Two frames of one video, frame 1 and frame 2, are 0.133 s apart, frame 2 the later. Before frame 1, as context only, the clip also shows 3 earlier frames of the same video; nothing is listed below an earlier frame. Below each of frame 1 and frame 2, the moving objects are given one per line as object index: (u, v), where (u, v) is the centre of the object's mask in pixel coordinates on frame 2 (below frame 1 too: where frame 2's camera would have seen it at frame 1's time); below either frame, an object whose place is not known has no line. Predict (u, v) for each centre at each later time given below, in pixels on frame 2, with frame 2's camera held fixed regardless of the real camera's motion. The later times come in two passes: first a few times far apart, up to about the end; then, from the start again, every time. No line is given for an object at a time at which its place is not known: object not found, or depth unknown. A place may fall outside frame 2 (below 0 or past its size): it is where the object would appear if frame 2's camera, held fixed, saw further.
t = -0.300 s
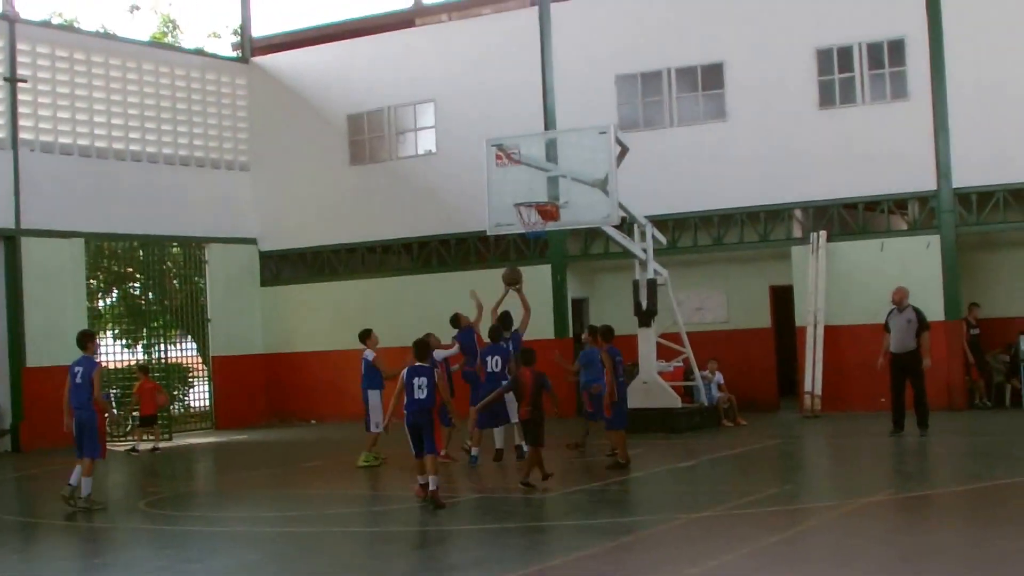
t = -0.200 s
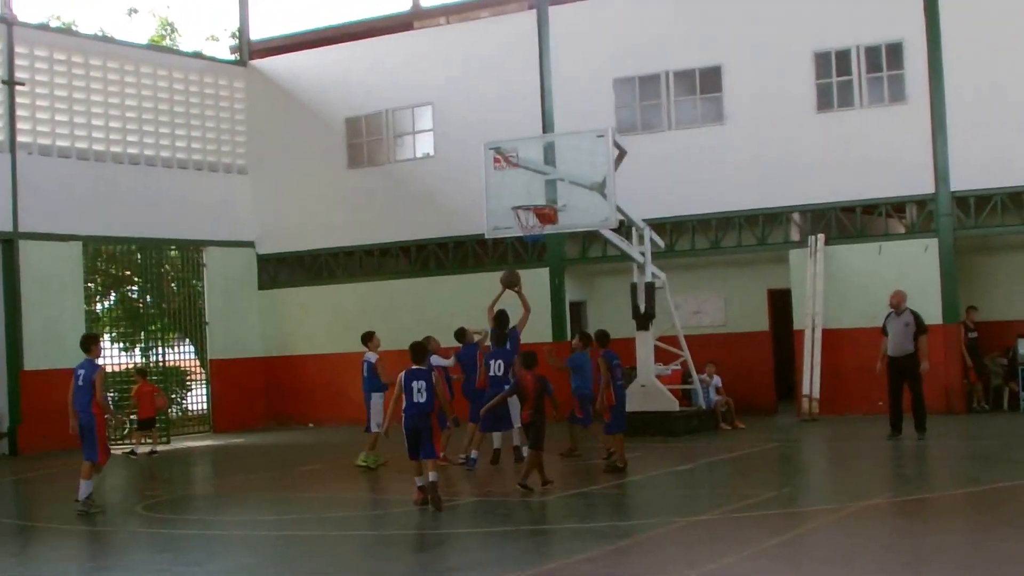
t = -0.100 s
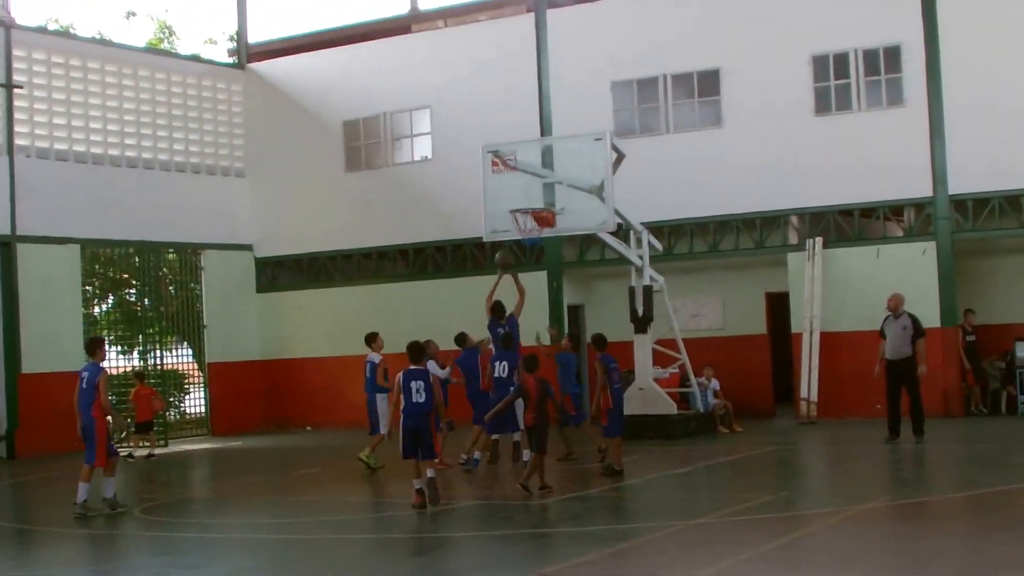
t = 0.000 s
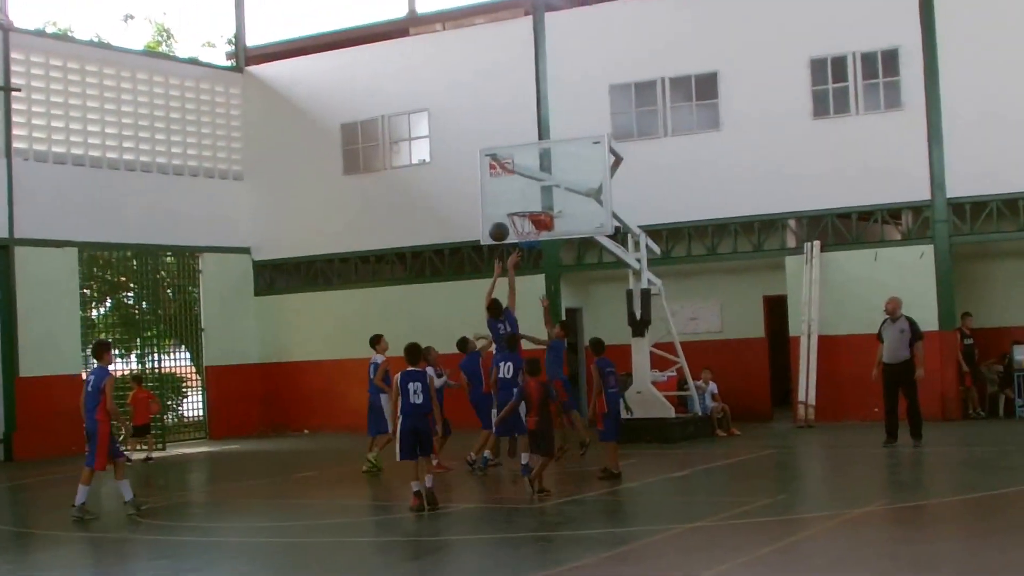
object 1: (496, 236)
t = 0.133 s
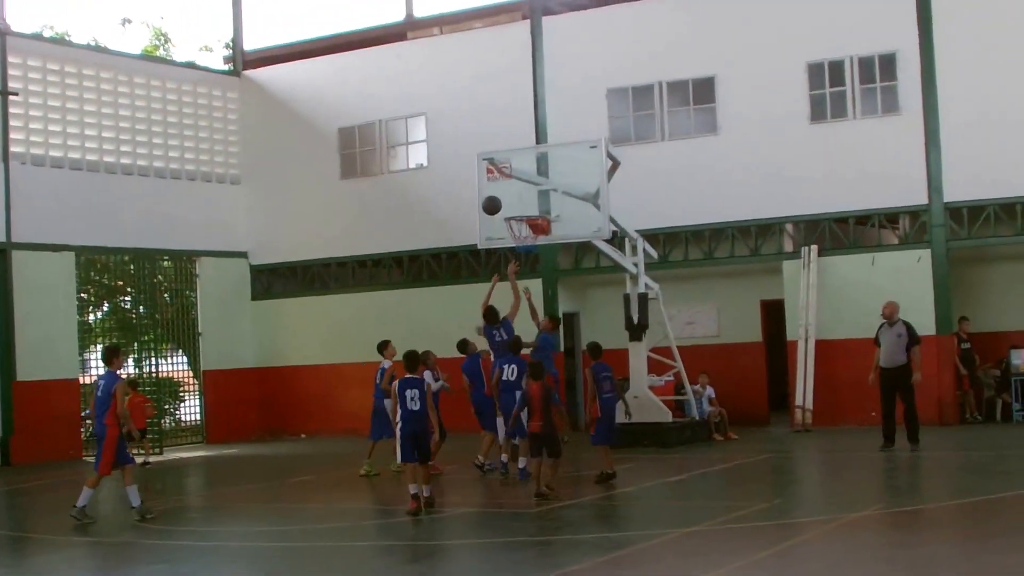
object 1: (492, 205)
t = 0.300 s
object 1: (487, 188)
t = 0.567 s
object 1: (482, 207)
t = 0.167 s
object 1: (491, 200)
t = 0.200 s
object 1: (490, 196)
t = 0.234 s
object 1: (489, 192)
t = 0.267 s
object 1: (488, 190)
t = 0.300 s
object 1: (487, 188)
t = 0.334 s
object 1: (486, 187)
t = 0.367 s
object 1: (485, 187)
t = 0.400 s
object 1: (485, 188)
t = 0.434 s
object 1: (484, 190)
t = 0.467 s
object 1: (483, 193)
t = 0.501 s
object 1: (482, 197)
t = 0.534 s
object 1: (482, 202)
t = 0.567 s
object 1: (482, 207)
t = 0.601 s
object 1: (481, 213)
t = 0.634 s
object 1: (481, 221)
